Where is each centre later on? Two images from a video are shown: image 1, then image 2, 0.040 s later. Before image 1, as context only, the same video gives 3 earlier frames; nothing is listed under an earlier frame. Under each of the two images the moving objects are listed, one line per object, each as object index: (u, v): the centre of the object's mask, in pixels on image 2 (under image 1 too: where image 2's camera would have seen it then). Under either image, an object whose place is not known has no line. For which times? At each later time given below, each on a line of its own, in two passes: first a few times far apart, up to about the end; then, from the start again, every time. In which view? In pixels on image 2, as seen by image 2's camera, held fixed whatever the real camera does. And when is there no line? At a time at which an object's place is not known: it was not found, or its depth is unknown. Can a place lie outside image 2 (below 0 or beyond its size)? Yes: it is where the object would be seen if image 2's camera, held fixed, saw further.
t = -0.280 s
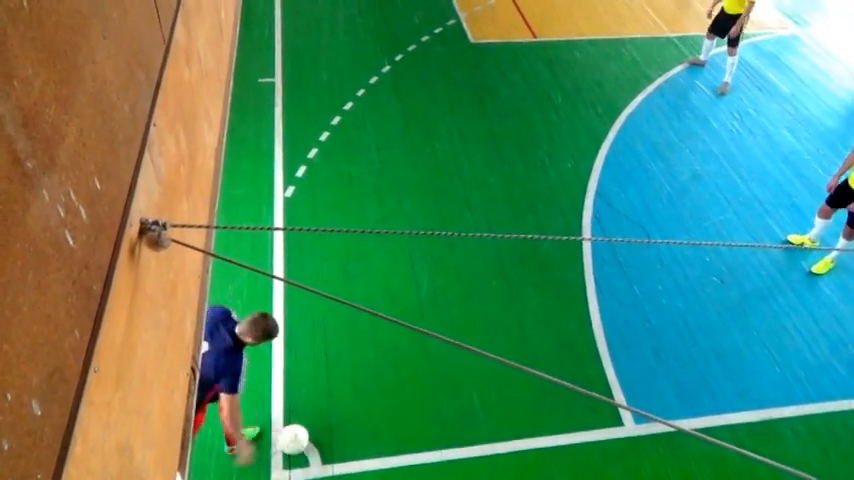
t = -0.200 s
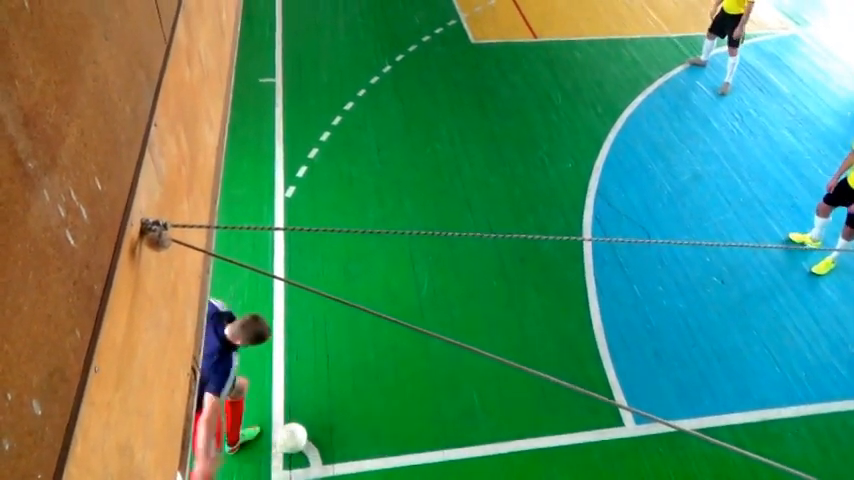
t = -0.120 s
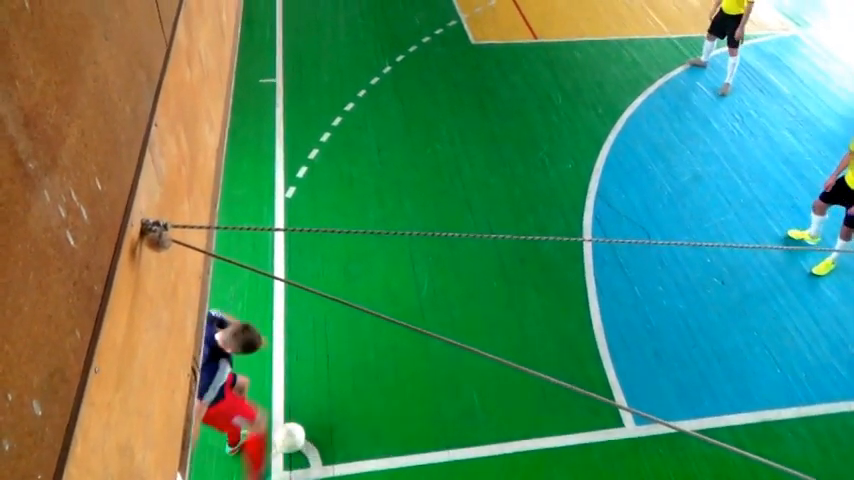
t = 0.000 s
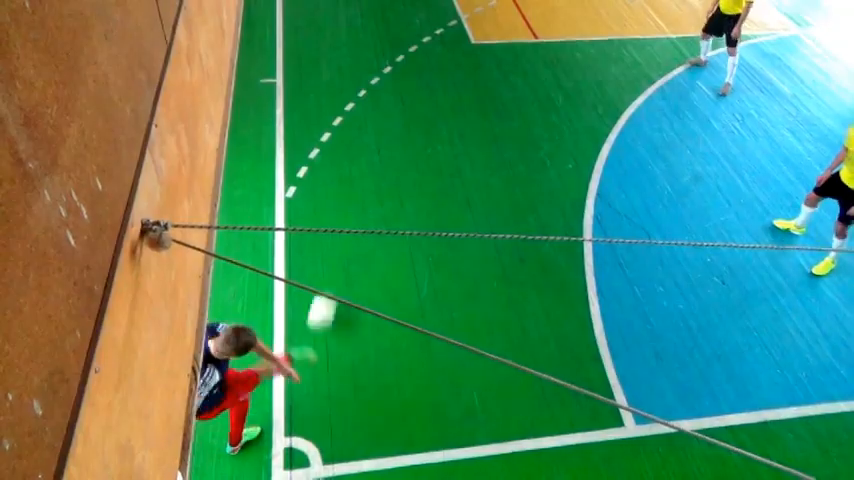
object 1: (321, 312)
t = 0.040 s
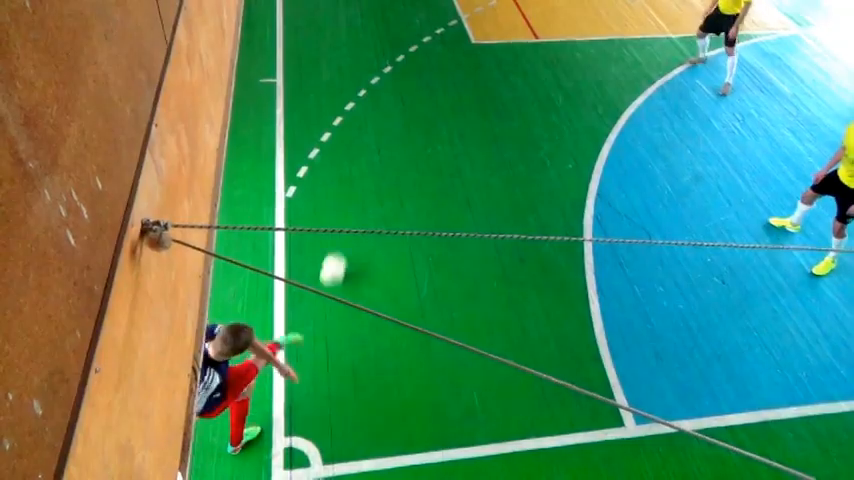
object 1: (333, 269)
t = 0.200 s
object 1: (362, 150)
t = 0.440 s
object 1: (385, 46)
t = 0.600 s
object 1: (396, 1)
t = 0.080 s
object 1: (343, 233)
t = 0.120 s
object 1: (349, 202)
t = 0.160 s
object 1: (356, 175)
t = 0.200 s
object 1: (362, 150)
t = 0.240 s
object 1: (366, 129)
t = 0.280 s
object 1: (371, 109)
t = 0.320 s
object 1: (374, 91)
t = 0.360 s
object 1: (378, 74)
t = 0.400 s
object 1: (381, 59)
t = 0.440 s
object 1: (385, 46)
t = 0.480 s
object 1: (388, 33)
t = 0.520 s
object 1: (391, 21)
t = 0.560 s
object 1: (393, 10)
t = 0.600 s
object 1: (396, 1)
